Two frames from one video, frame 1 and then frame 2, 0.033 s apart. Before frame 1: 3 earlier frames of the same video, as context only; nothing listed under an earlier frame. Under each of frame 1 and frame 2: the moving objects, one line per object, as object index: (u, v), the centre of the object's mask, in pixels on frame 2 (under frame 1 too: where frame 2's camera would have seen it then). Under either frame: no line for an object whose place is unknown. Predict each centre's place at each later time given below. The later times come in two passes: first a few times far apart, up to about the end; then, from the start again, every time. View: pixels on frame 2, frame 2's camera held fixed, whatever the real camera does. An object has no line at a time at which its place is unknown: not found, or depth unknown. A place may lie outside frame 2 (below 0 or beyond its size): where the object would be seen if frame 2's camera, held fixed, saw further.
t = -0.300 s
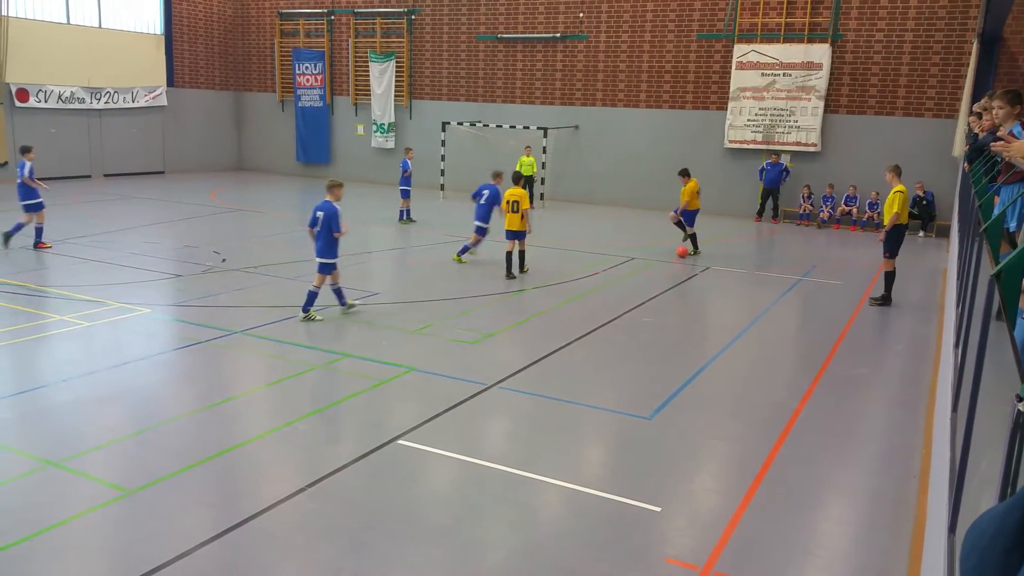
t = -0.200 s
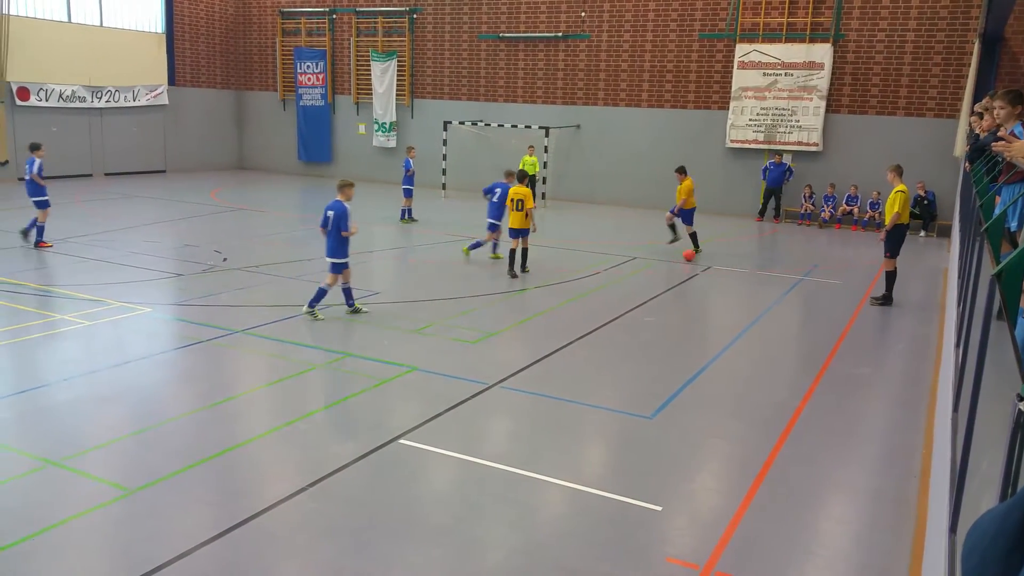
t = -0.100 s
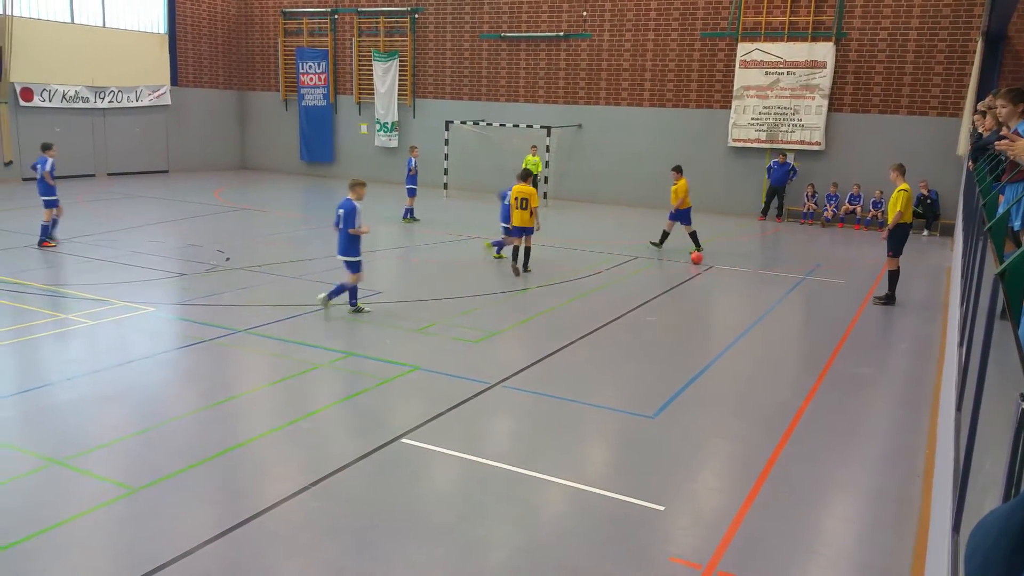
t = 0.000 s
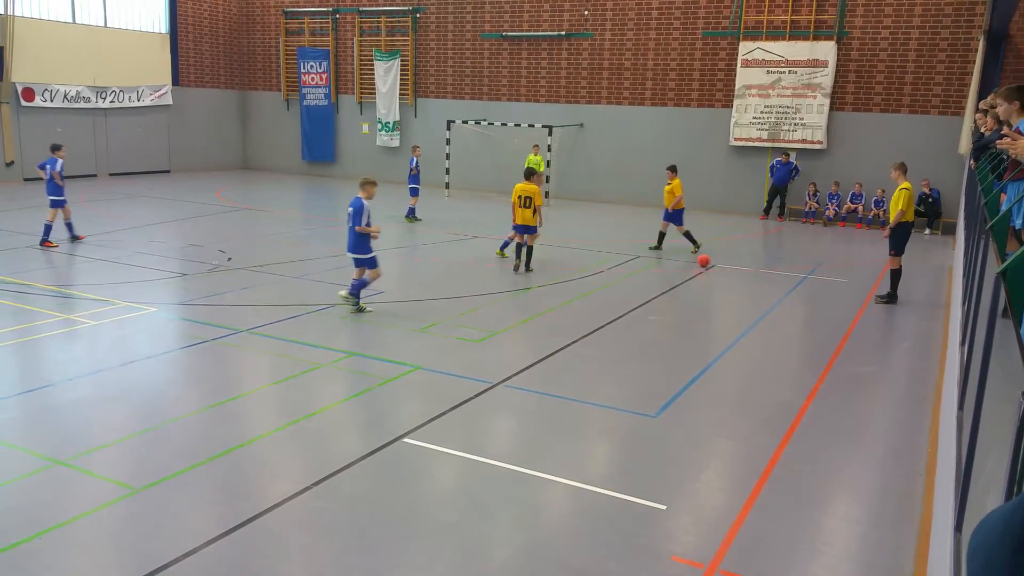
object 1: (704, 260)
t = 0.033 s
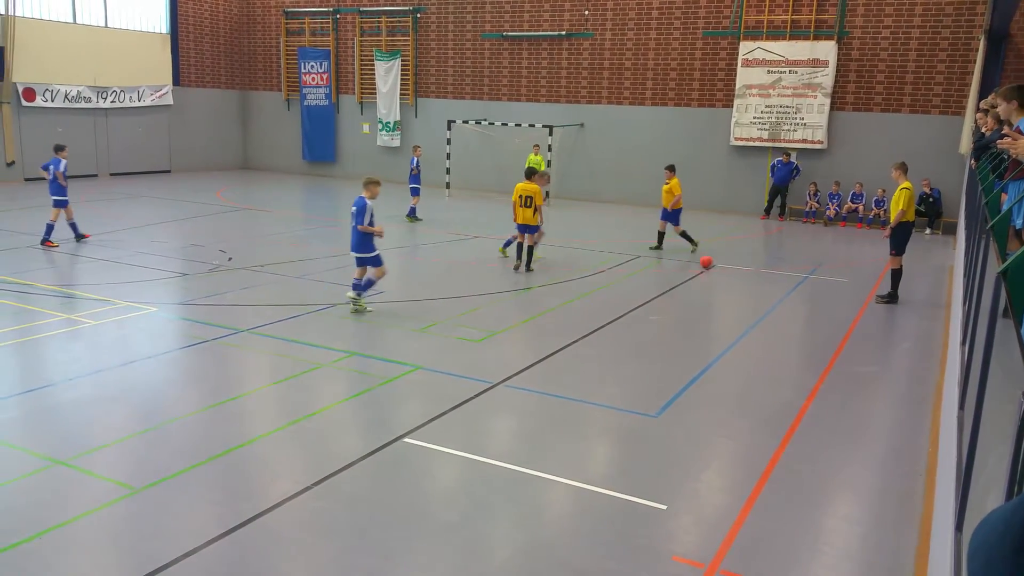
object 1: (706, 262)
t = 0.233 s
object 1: (717, 268)
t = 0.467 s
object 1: (733, 277)
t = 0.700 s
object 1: (749, 286)
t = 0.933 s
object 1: (768, 297)
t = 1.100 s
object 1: (783, 305)
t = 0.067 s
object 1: (708, 263)
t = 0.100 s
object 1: (710, 264)
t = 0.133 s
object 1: (712, 265)
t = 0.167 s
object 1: (713, 266)
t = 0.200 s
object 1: (715, 267)
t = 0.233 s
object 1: (717, 268)
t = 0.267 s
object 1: (720, 270)
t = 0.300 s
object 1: (721, 270)
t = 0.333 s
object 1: (724, 272)
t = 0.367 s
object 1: (726, 273)
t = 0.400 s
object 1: (728, 274)
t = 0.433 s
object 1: (731, 275)
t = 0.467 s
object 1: (733, 277)
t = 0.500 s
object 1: (735, 278)
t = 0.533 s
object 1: (737, 279)
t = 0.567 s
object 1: (740, 280)
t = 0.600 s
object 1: (742, 282)
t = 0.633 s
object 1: (744, 283)
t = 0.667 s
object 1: (747, 285)
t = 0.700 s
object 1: (749, 286)
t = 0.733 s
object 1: (752, 287)
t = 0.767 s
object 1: (755, 289)
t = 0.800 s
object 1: (757, 291)
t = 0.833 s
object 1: (759, 292)
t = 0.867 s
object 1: (762, 294)
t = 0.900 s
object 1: (765, 295)
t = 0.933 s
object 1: (768, 297)
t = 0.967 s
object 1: (771, 299)
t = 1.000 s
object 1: (774, 300)
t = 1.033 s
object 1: (776, 301)
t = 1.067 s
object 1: (780, 303)
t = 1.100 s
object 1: (783, 305)
